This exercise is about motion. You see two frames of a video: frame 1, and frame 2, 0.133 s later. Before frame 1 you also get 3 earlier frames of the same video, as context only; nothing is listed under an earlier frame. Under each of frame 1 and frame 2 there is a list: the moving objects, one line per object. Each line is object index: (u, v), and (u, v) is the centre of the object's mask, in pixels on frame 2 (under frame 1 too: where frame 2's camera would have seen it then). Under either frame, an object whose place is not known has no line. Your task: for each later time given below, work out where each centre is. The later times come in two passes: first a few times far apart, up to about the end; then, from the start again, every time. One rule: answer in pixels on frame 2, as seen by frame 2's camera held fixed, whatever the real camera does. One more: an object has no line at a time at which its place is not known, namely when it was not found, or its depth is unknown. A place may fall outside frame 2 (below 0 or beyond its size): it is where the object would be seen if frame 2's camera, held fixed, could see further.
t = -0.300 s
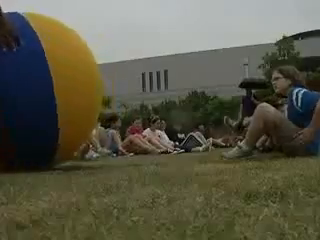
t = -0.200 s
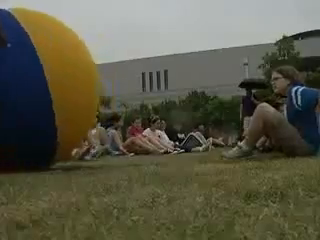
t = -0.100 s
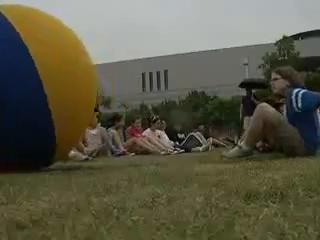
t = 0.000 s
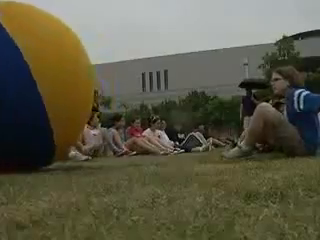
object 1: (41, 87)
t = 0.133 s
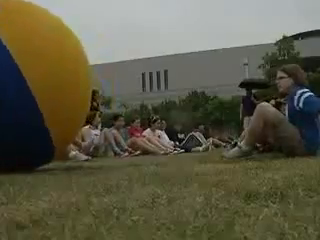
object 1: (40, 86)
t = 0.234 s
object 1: (40, 86)
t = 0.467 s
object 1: (40, 85)
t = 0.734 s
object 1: (50, 90)
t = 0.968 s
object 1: (90, 100)
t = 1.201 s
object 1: (132, 104)
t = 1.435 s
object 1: (163, 108)
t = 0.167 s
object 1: (40, 86)
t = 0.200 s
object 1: (40, 86)
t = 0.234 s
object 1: (40, 86)
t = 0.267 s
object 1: (40, 86)
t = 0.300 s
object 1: (40, 86)
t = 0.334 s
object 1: (40, 86)
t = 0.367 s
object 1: (40, 86)
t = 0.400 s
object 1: (40, 86)
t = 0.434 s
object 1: (40, 85)
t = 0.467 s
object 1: (40, 85)
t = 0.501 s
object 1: (40, 85)
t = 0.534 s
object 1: (40, 85)
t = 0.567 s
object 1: (41, 85)
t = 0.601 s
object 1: (42, 86)
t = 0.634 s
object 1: (43, 86)
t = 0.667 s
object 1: (45, 87)
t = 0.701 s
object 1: (47, 88)
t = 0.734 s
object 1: (50, 90)
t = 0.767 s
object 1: (53, 90)
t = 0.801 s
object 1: (58, 92)
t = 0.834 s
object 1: (63, 93)
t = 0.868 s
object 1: (68, 95)
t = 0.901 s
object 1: (74, 97)
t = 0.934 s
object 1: (83, 99)
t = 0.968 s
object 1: (90, 100)
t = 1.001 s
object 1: (97, 100)
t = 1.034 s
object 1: (104, 101)
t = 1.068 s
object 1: (110, 102)
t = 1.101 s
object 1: (116, 103)
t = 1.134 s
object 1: (122, 103)
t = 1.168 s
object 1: (127, 104)
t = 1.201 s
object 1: (132, 104)
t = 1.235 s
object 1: (138, 105)
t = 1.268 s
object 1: (143, 107)
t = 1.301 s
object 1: (147, 107)
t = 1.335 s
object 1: (151, 107)
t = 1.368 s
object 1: (155, 107)
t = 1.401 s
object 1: (159, 107)
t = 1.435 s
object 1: (163, 108)
